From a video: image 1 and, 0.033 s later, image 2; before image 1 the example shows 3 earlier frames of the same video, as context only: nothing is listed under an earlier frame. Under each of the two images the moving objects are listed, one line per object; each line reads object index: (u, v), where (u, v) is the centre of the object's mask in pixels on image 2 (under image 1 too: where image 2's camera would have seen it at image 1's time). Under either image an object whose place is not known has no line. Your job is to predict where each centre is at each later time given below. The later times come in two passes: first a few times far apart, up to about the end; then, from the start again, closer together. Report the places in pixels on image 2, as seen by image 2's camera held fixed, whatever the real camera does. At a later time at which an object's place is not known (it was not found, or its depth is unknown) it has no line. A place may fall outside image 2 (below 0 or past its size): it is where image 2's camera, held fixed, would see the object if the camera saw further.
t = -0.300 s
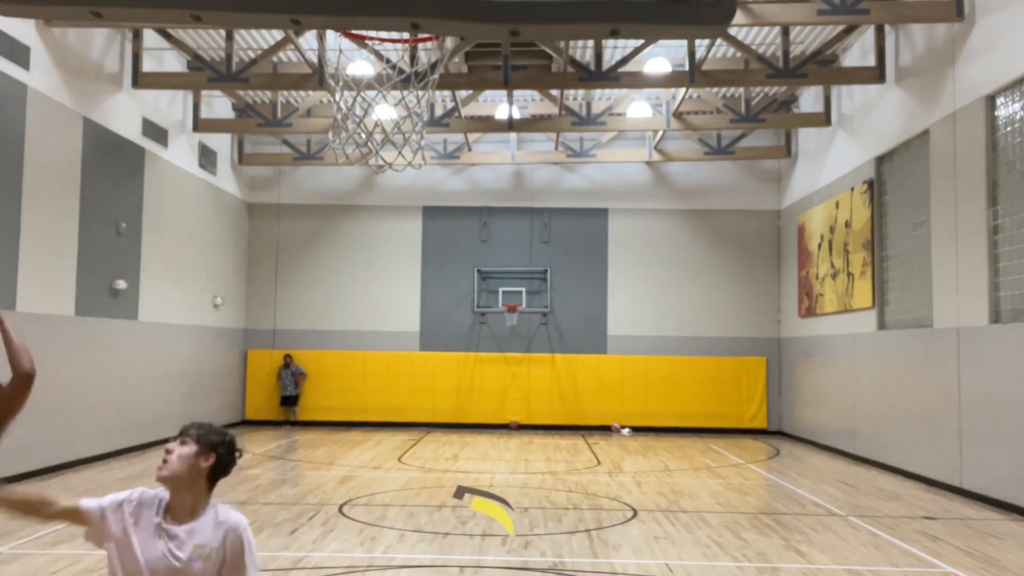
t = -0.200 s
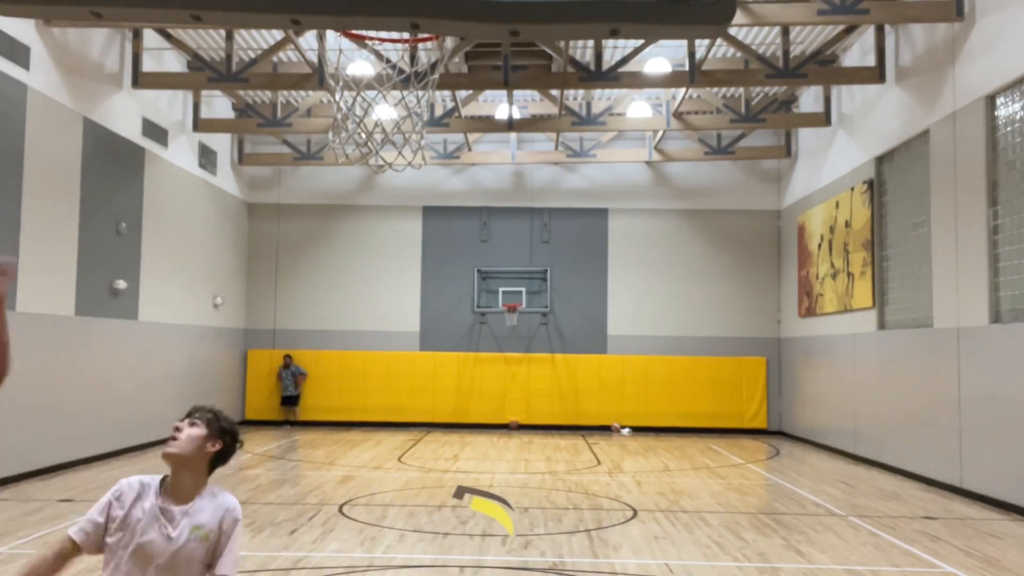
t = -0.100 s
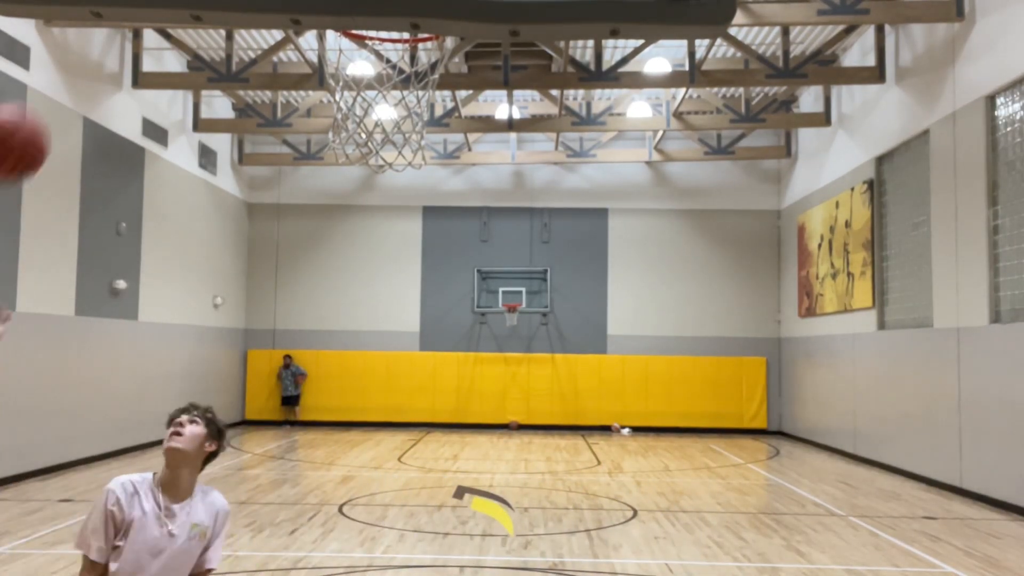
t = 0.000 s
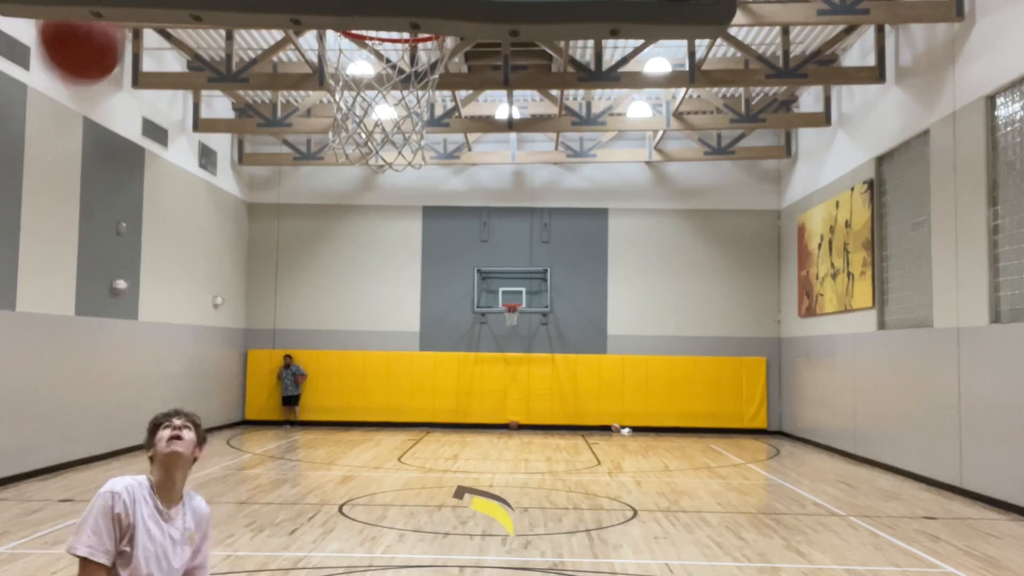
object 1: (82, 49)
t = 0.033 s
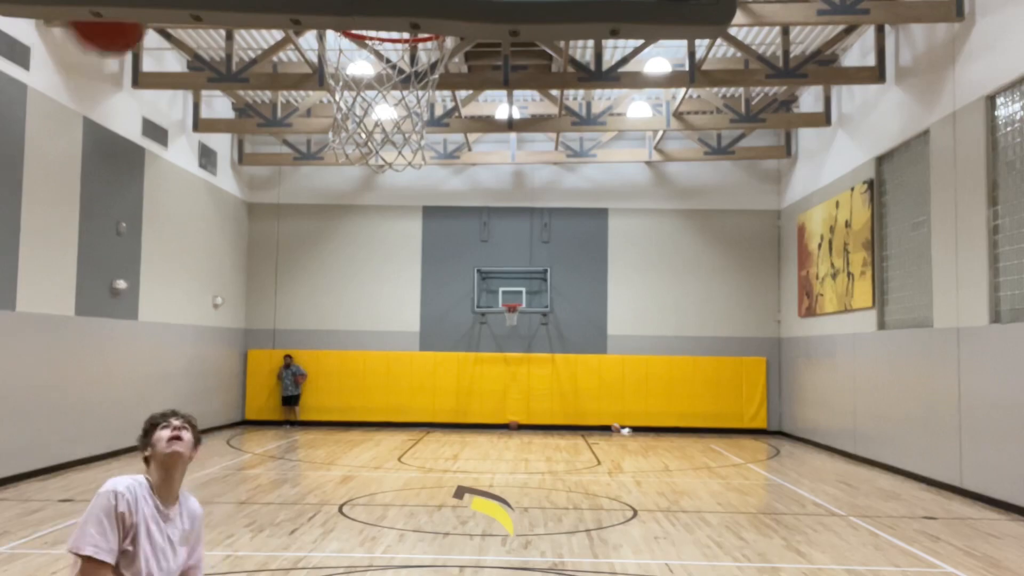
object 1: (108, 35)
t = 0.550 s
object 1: (443, 90)
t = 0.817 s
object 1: (431, 252)
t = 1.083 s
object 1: (413, 565)
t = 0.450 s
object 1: (408, 44)
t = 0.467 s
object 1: (416, 52)
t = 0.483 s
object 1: (424, 58)
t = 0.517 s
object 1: (437, 73)
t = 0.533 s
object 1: (442, 82)
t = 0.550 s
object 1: (443, 90)
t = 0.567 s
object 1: (445, 97)
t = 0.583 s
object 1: (445, 101)
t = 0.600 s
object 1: (445, 106)
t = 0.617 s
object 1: (444, 113)
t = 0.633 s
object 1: (441, 130)
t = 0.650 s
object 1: (441, 134)
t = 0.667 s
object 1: (440, 140)
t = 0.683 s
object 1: (439, 150)
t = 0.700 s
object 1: (438, 160)
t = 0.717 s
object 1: (437, 171)
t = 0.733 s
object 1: (436, 183)
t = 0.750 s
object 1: (435, 196)
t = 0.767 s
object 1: (434, 209)
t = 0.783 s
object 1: (432, 222)
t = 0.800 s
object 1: (432, 237)
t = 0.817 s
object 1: (431, 252)
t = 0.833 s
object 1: (429, 268)
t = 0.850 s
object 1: (429, 284)
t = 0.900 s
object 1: (425, 337)
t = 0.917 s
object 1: (424, 357)
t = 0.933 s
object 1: (423, 378)
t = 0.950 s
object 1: (422, 398)
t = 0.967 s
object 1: (421, 418)
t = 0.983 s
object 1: (419, 440)
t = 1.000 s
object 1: (419, 462)
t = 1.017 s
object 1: (418, 485)
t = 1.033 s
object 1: (417, 509)
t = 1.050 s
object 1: (416, 534)
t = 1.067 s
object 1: (414, 555)
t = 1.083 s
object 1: (413, 565)
